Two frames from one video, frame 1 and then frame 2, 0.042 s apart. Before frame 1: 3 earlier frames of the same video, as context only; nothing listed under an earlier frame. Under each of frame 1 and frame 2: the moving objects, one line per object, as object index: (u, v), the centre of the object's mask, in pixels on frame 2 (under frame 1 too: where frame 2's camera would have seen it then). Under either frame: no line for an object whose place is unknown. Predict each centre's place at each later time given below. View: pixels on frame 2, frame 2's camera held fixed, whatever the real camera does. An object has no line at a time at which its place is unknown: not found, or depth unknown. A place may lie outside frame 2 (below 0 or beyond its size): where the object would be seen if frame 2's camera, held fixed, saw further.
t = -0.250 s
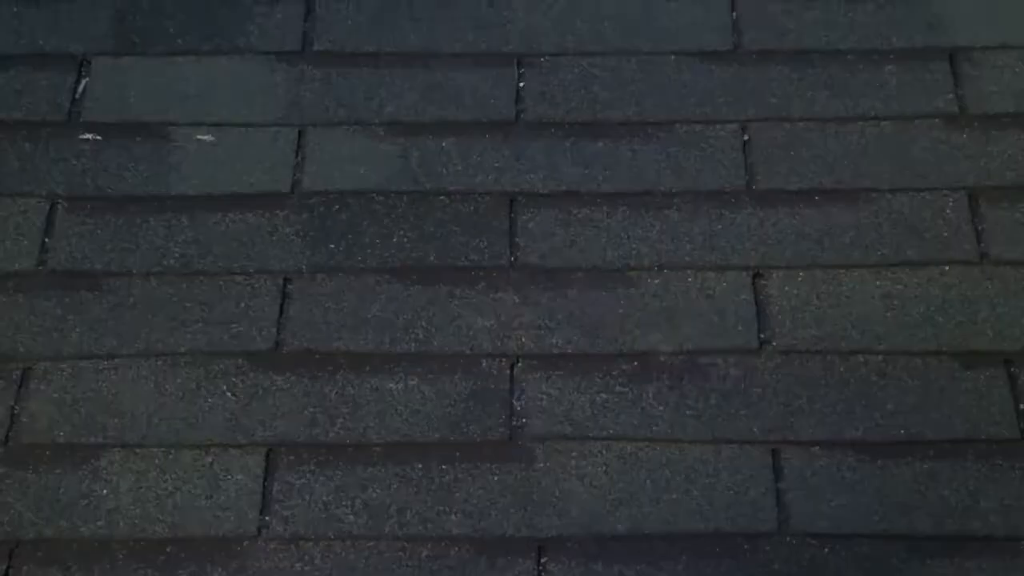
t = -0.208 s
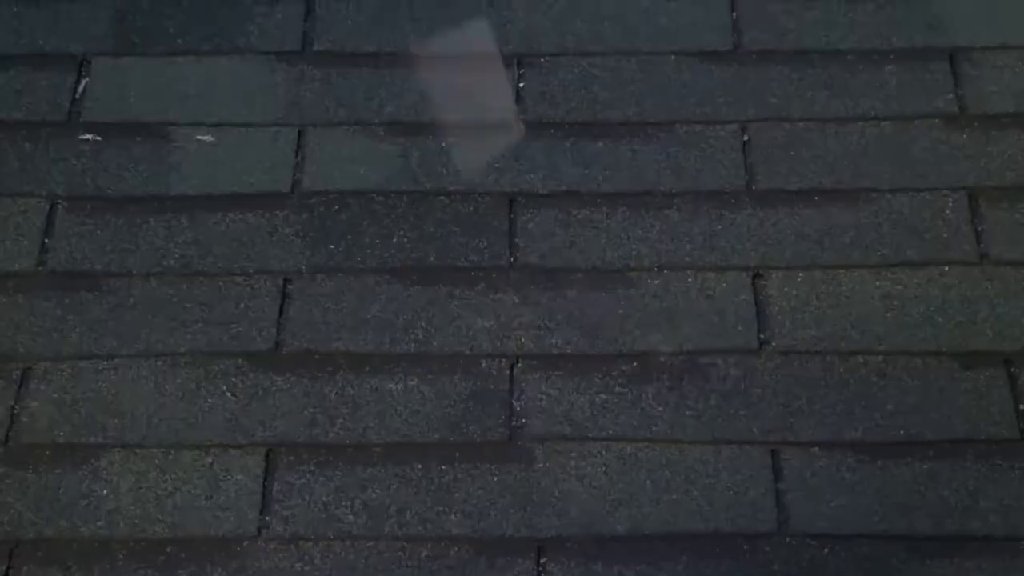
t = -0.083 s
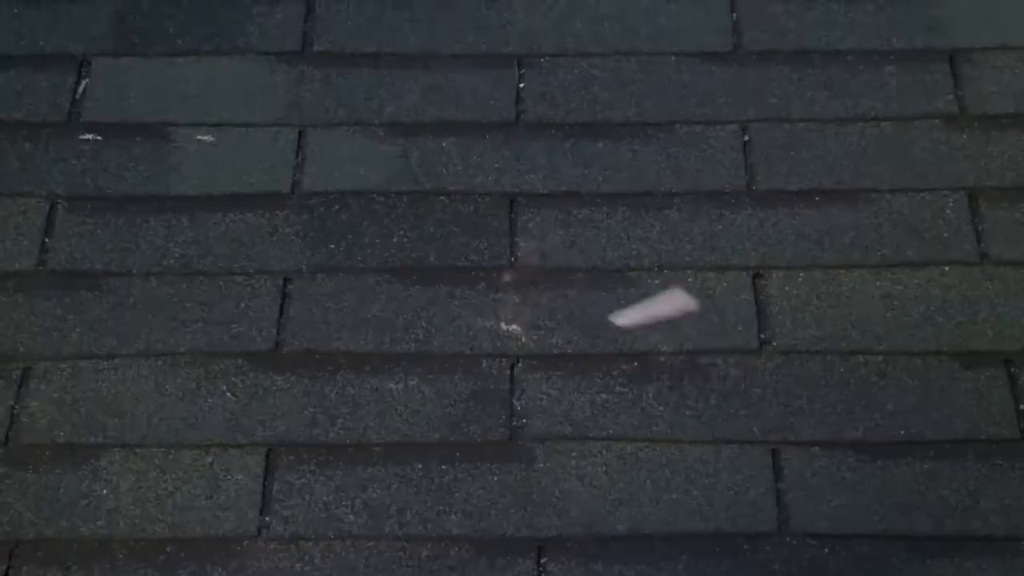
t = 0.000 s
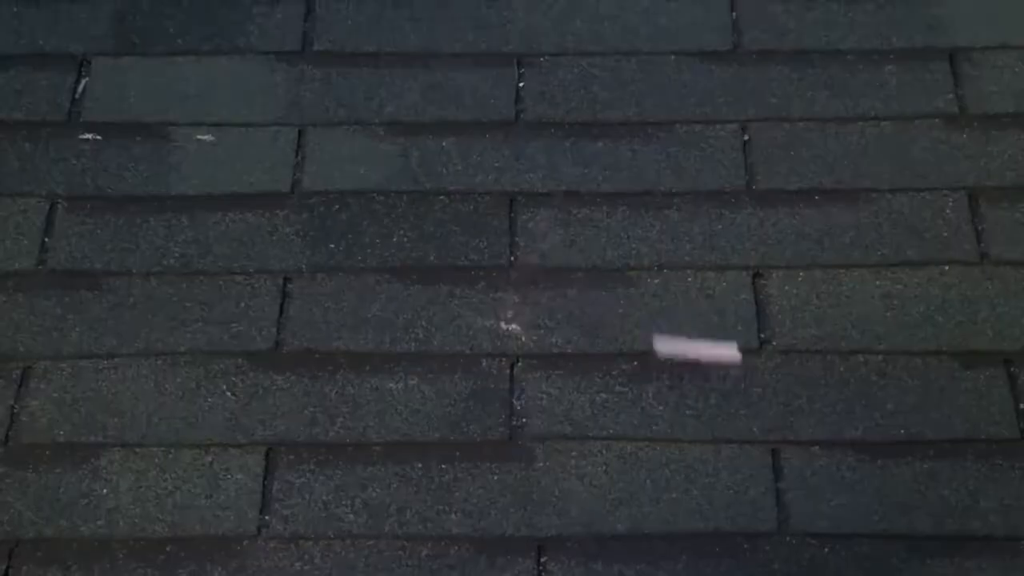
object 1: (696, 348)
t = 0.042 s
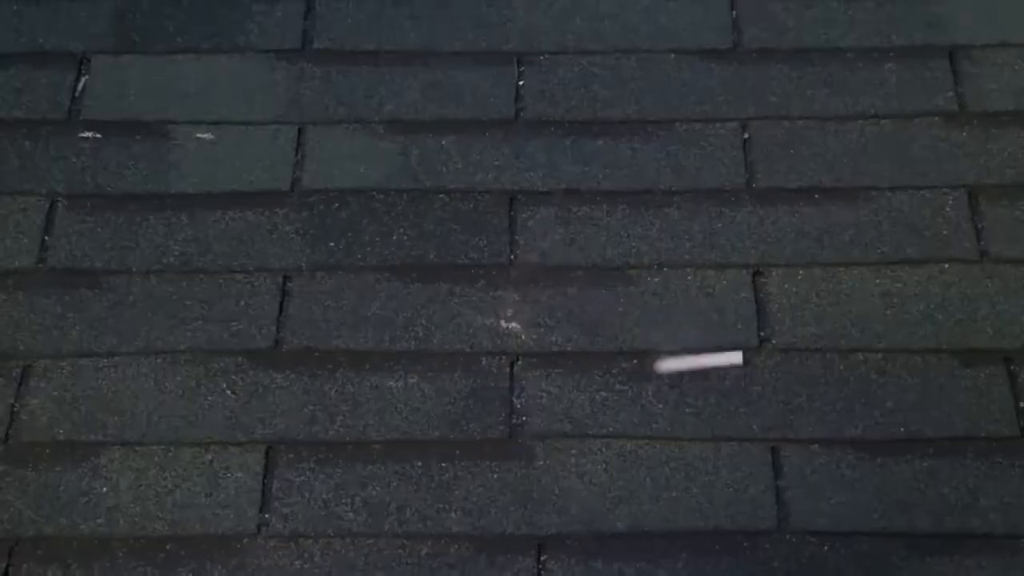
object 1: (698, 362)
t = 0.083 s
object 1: (697, 383)
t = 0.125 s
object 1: (693, 402)
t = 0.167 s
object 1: (684, 422)
